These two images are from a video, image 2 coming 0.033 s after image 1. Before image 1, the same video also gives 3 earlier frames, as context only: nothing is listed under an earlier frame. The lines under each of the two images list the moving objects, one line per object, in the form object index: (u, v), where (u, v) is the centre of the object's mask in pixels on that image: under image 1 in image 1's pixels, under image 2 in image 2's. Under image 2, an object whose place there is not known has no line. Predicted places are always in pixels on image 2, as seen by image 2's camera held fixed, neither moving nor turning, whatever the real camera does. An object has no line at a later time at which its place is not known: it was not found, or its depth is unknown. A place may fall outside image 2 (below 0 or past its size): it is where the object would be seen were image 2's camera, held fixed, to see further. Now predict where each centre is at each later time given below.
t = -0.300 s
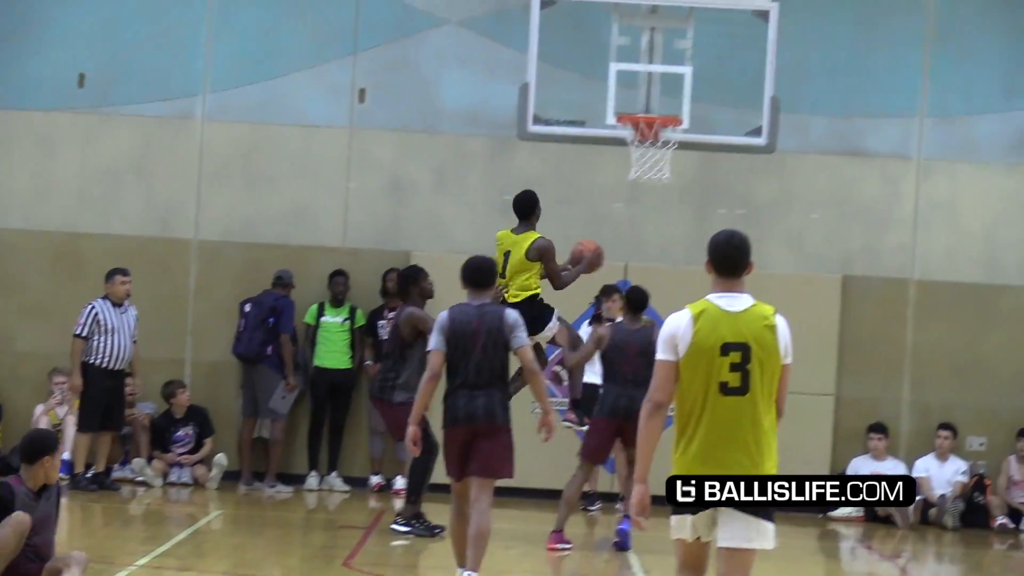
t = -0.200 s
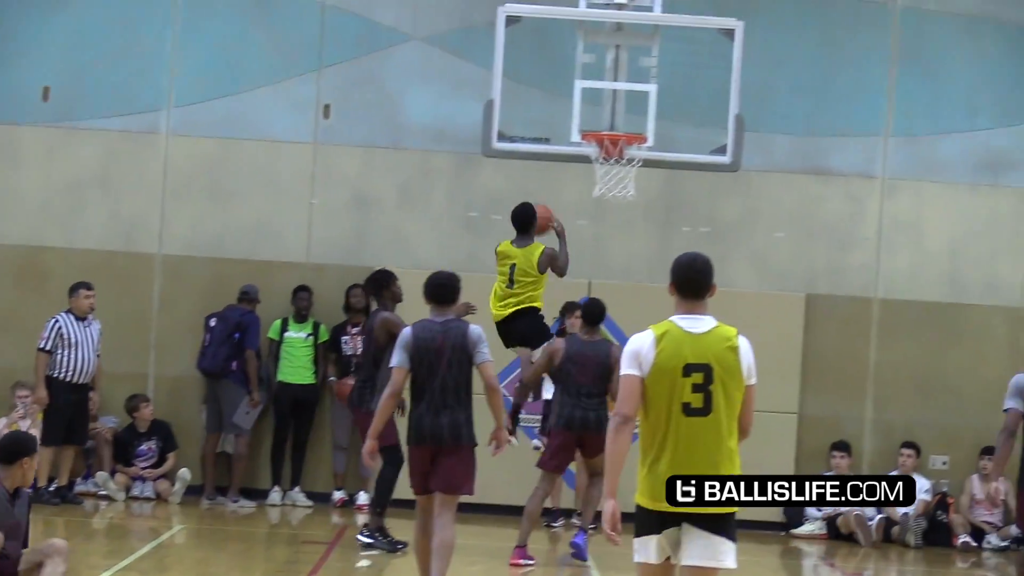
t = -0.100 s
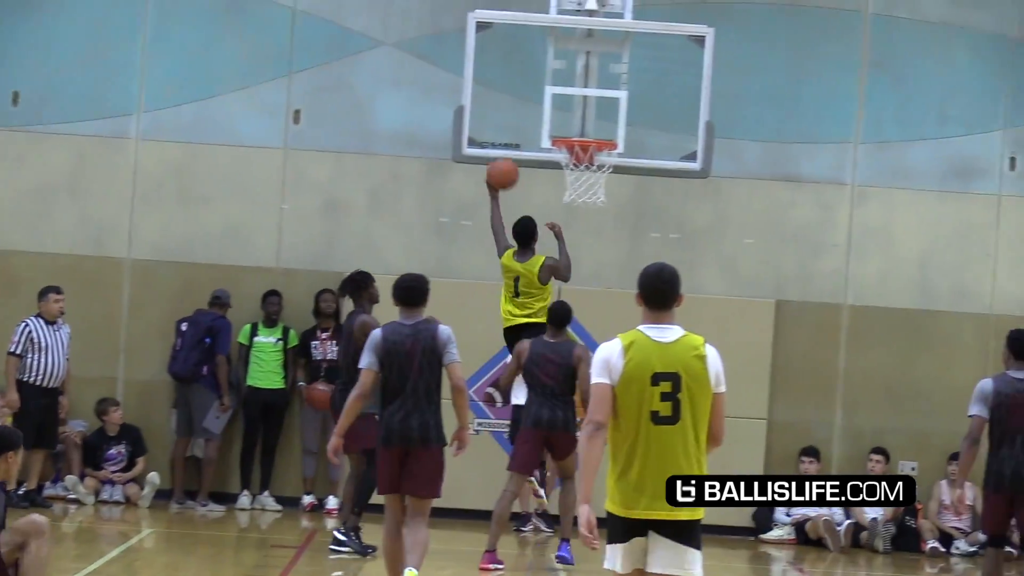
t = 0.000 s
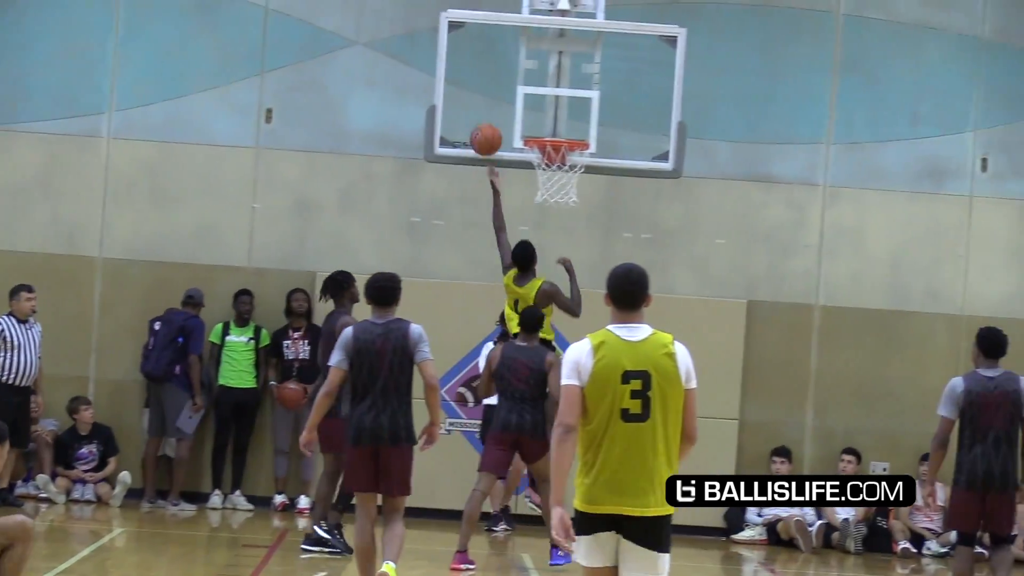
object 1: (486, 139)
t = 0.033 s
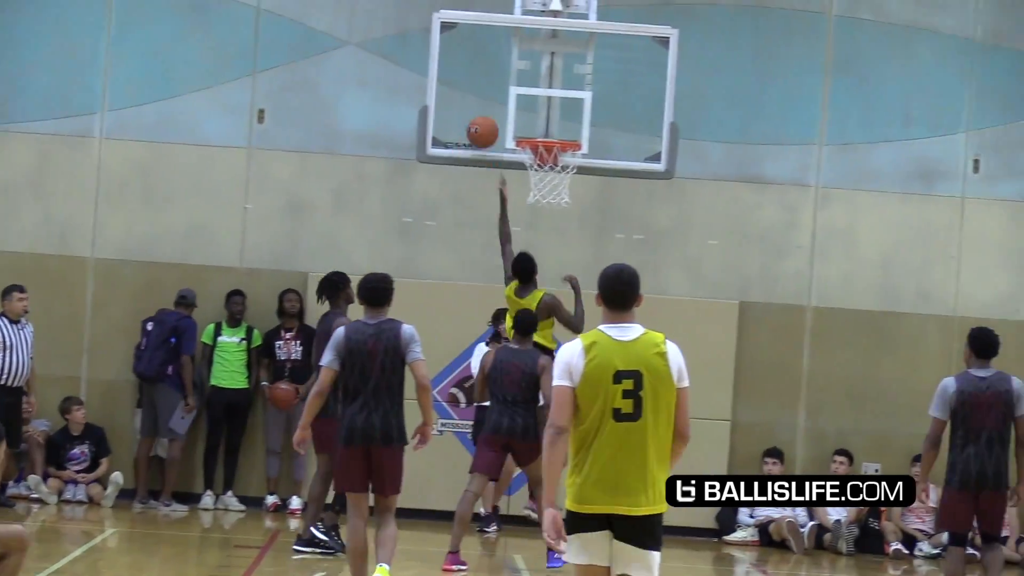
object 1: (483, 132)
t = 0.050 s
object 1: (485, 128)
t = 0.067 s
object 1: (488, 125)
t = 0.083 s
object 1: (490, 122)
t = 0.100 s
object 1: (492, 120)
